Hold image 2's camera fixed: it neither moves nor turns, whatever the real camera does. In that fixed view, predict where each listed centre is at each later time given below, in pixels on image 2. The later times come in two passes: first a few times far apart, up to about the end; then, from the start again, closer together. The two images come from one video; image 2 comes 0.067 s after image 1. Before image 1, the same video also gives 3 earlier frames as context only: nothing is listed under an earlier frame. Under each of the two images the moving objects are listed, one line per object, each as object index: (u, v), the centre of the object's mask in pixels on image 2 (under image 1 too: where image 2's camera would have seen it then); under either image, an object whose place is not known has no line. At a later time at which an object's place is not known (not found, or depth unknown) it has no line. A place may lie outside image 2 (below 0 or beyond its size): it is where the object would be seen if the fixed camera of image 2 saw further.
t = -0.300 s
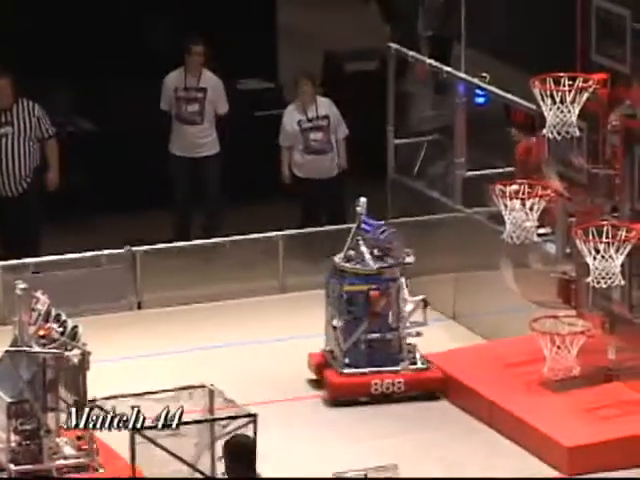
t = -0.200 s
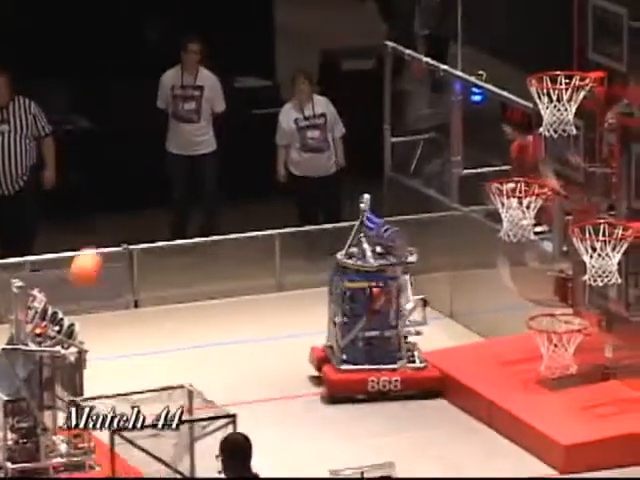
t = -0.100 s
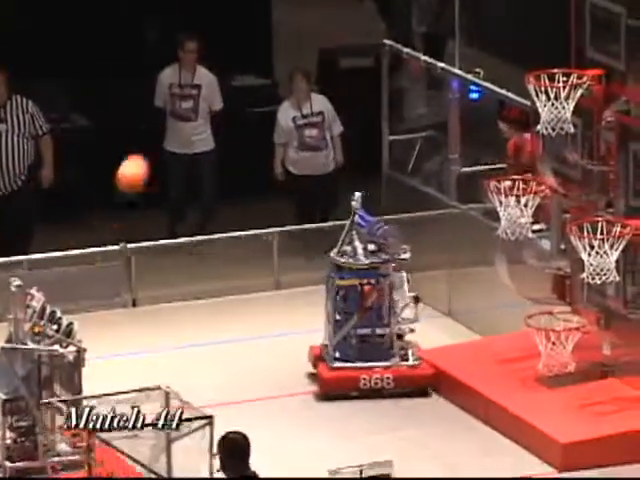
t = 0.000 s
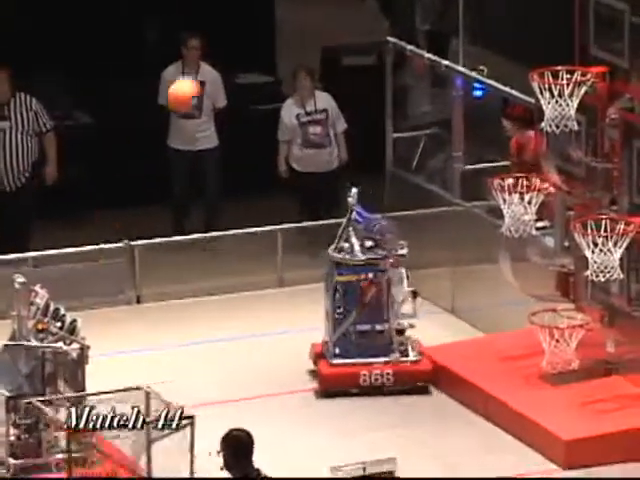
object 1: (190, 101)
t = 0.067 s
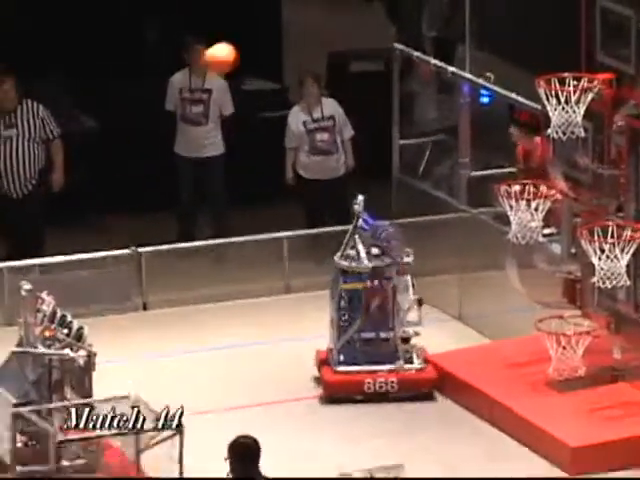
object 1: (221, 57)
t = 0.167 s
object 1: (264, 6)
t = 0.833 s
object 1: (532, 5)
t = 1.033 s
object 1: (580, 43)
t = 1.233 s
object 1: (590, 9)
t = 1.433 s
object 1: (600, 29)
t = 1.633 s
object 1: (606, 54)
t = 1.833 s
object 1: (604, 66)
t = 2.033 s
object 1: (618, 70)
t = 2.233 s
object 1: (611, 121)
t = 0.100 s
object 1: (235, 39)
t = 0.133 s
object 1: (249, 22)
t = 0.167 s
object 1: (264, 6)
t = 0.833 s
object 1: (532, 5)
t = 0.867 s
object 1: (544, 21)
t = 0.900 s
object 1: (556, 37)
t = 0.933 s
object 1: (569, 54)
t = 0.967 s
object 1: (576, 64)
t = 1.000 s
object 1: (578, 53)
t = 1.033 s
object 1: (580, 43)
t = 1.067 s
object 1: (581, 33)
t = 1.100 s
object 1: (583, 26)
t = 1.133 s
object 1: (585, 19)
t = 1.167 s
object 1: (587, 15)
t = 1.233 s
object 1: (590, 9)
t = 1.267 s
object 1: (592, 9)
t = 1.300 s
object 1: (594, 10)
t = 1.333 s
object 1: (595, 12)
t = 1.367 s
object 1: (597, 17)
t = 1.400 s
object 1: (598, 22)
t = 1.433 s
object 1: (600, 29)
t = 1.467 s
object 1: (601, 38)
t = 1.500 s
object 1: (603, 48)
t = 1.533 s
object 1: (605, 59)
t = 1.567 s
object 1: (607, 58)
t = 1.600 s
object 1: (607, 55)
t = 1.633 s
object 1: (606, 54)
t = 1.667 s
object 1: (605, 54)
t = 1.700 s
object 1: (605, 54)
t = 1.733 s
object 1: (604, 55)
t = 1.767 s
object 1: (604, 57)
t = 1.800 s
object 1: (604, 62)
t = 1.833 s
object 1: (604, 66)
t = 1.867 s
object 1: (606, 66)
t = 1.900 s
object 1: (609, 64)
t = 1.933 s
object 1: (613, 65)
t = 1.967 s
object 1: (616, 66)
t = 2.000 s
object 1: (619, 67)
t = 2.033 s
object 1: (618, 70)
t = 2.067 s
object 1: (617, 76)
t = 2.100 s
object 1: (615, 81)
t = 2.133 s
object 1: (613, 89)
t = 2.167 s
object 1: (612, 97)
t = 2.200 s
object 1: (611, 108)
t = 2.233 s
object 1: (611, 121)
